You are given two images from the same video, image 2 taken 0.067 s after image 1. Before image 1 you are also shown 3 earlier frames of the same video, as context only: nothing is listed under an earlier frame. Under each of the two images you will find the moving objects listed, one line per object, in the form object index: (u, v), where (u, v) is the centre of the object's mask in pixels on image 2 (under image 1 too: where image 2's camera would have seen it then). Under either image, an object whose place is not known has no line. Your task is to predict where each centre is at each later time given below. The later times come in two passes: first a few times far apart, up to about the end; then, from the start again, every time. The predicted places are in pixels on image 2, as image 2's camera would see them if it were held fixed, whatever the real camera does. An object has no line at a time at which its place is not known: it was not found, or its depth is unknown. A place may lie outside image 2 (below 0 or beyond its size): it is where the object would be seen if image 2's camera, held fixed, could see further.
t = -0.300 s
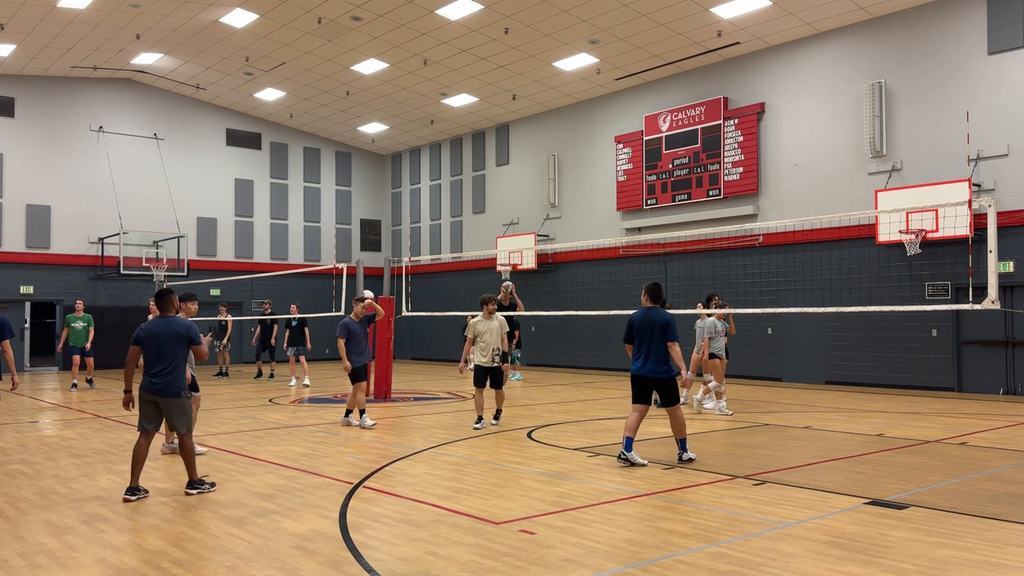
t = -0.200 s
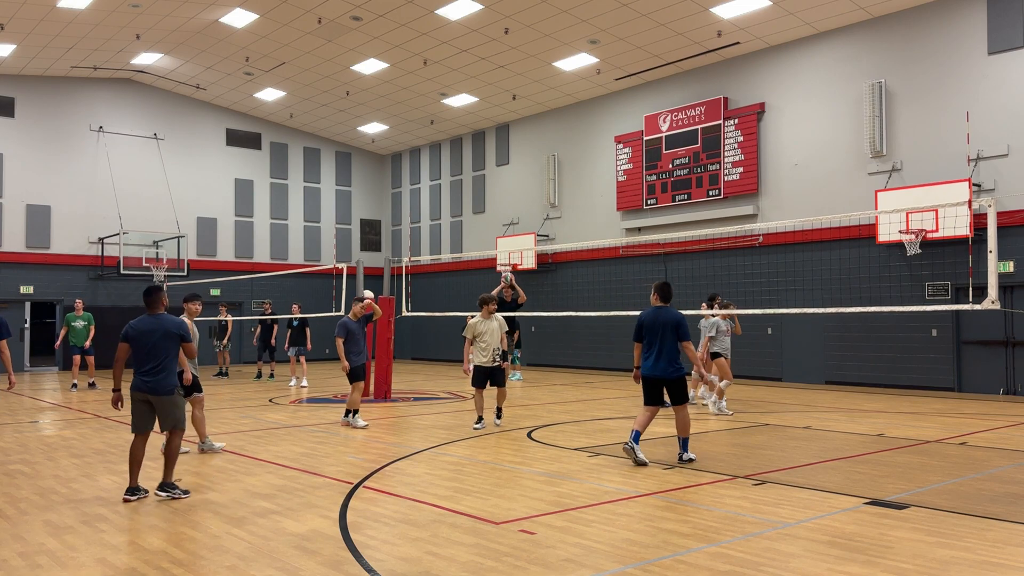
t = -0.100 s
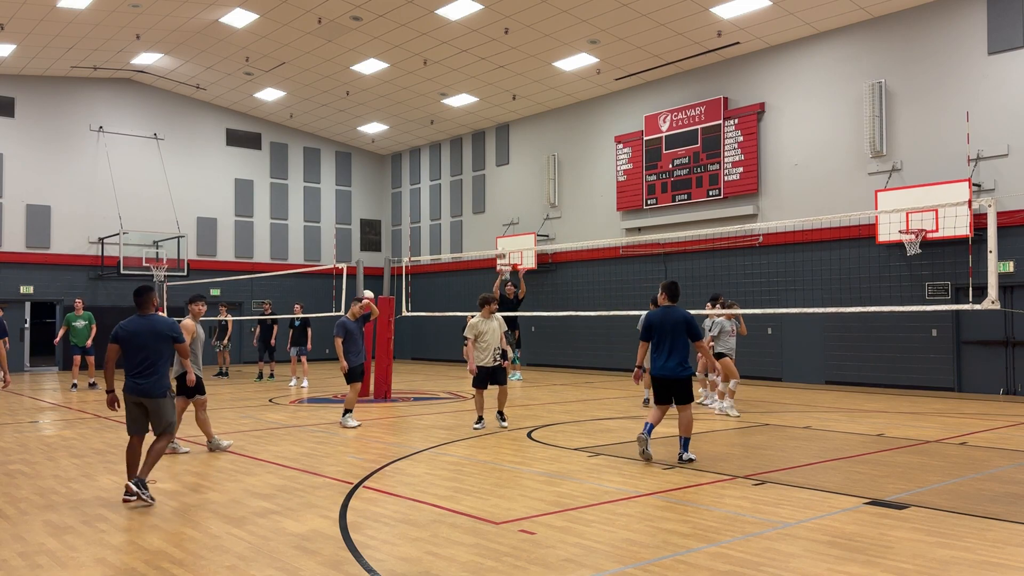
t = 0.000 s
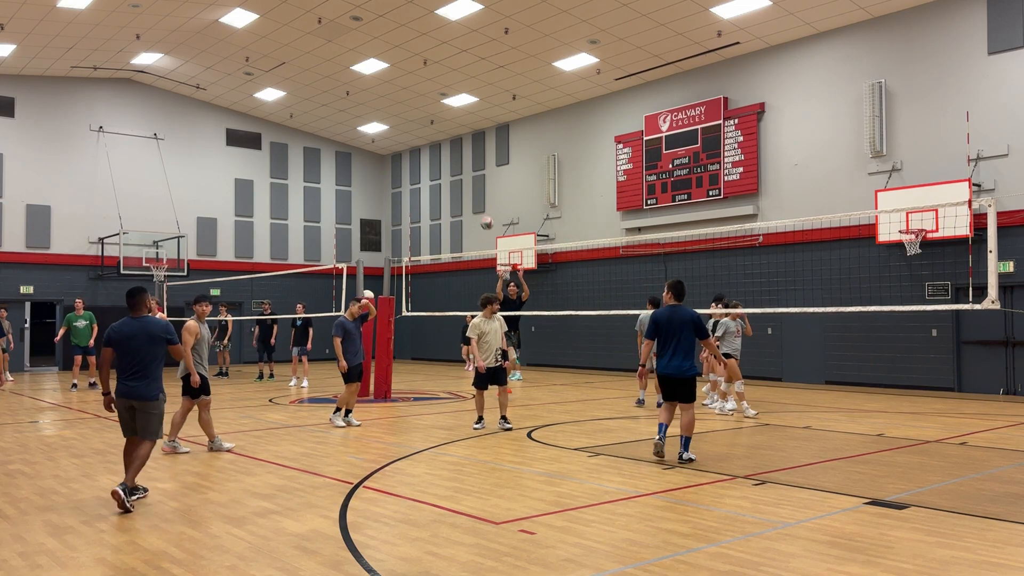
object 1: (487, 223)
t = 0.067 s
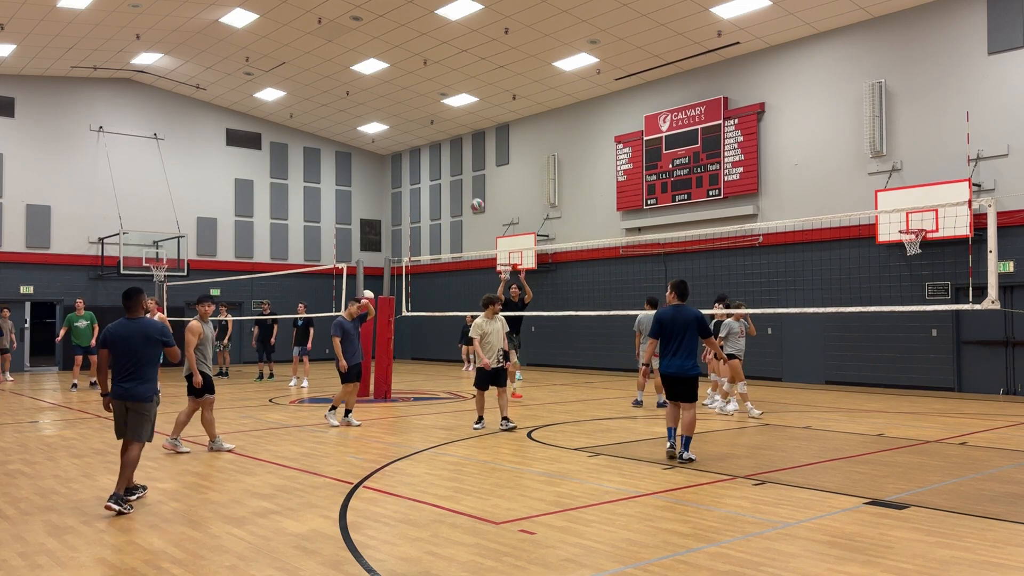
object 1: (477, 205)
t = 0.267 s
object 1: (447, 164)
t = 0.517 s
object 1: (401, 145)
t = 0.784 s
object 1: (338, 178)
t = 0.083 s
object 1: (475, 200)
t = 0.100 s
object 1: (472, 197)
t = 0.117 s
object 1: (470, 193)
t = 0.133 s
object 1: (468, 189)
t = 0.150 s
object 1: (465, 186)
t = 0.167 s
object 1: (463, 183)
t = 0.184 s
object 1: (460, 179)
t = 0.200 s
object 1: (457, 176)
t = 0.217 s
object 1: (455, 173)
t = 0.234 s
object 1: (452, 170)
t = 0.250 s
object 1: (449, 167)
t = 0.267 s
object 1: (447, 164)
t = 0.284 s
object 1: (444, 162)
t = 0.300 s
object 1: (442, 159)
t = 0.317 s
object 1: (438, 157)
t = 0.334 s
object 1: (436, 155)
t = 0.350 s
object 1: (433, 153)
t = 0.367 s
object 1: (430, 151)
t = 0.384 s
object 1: (426, 150)
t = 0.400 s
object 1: (424, 149)
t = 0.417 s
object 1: (420, 147)
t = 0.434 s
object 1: (417, 146)
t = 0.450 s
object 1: (414, 146)
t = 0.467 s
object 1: (411, 145)
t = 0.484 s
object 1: (407, 145)
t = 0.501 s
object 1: (404, 145)
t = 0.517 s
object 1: (401, 145)
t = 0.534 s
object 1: (397, 145)
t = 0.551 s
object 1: (394, 145)
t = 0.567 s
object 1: (391, 146)
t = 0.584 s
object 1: (387, 147)
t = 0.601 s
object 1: (383, 148)
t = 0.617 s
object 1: (379, 150)
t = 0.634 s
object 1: (375, 151)
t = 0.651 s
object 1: (372, 153)
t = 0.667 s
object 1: (368, 155)
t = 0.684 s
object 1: (364, 158)
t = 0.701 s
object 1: (359, 160)
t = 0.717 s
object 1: (355, 163)
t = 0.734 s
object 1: (351, 166)
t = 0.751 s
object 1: (347, 170)
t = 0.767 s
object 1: (342, 174)
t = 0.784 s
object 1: (338, 178)
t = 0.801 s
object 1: (333, 182)
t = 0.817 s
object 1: (329, 187)
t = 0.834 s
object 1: (324, 193)
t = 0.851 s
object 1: (319, 198)
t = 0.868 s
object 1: (315, 204)
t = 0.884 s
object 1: (311, 211)
